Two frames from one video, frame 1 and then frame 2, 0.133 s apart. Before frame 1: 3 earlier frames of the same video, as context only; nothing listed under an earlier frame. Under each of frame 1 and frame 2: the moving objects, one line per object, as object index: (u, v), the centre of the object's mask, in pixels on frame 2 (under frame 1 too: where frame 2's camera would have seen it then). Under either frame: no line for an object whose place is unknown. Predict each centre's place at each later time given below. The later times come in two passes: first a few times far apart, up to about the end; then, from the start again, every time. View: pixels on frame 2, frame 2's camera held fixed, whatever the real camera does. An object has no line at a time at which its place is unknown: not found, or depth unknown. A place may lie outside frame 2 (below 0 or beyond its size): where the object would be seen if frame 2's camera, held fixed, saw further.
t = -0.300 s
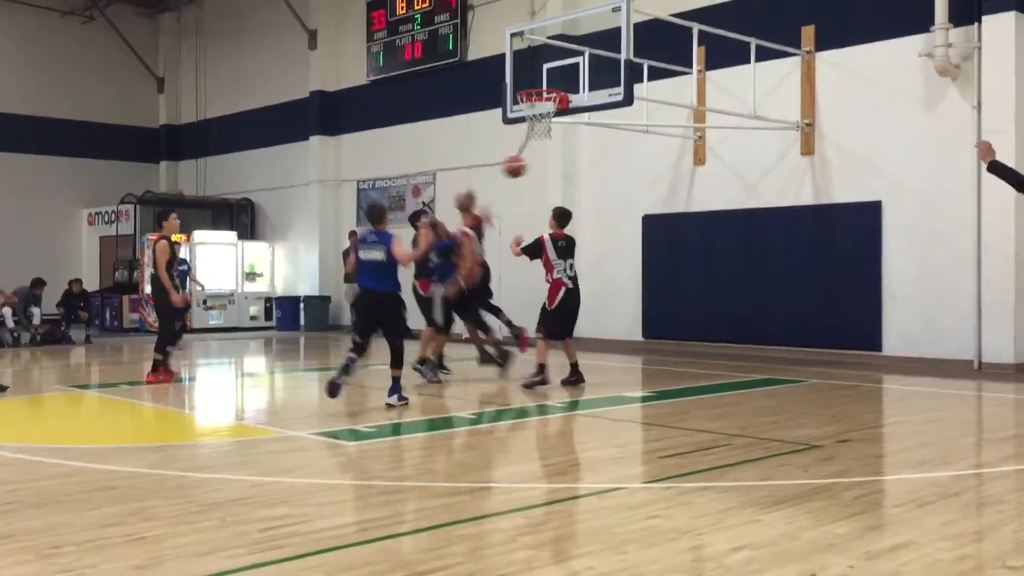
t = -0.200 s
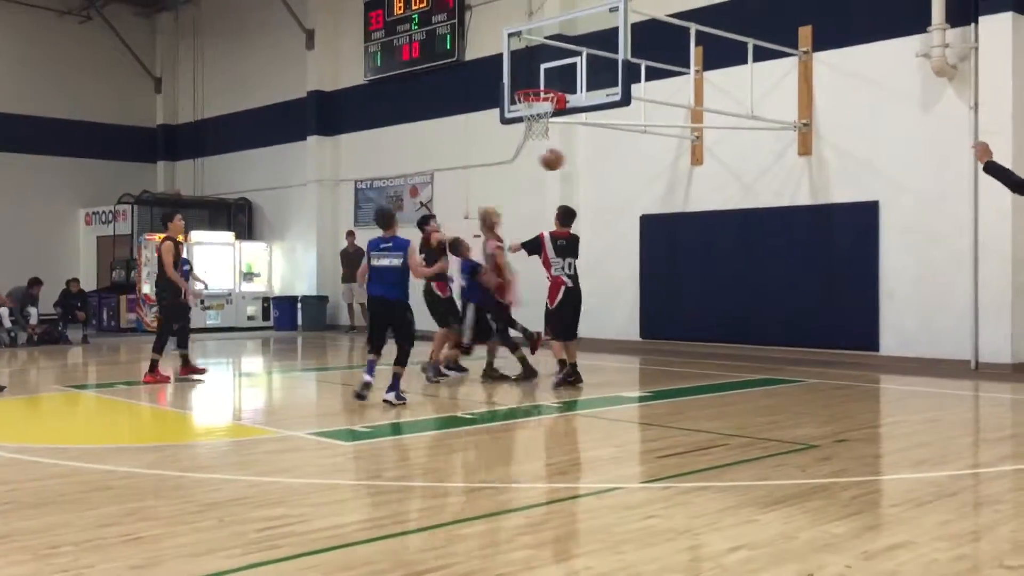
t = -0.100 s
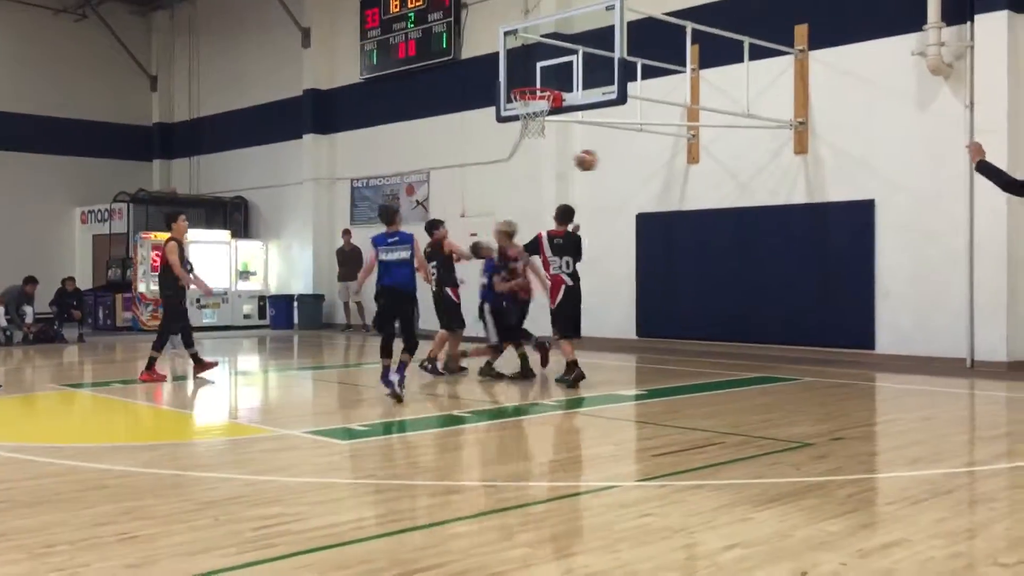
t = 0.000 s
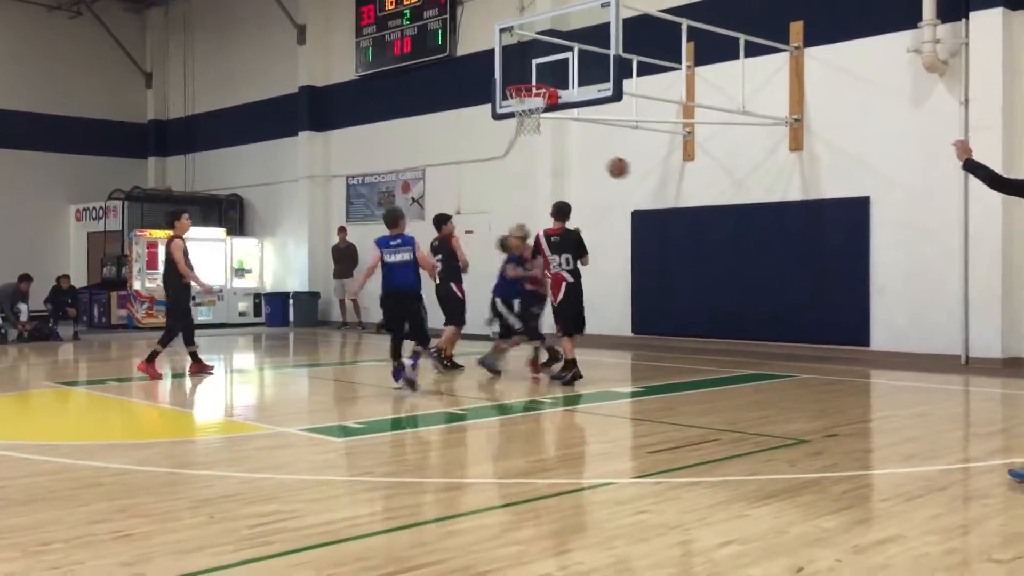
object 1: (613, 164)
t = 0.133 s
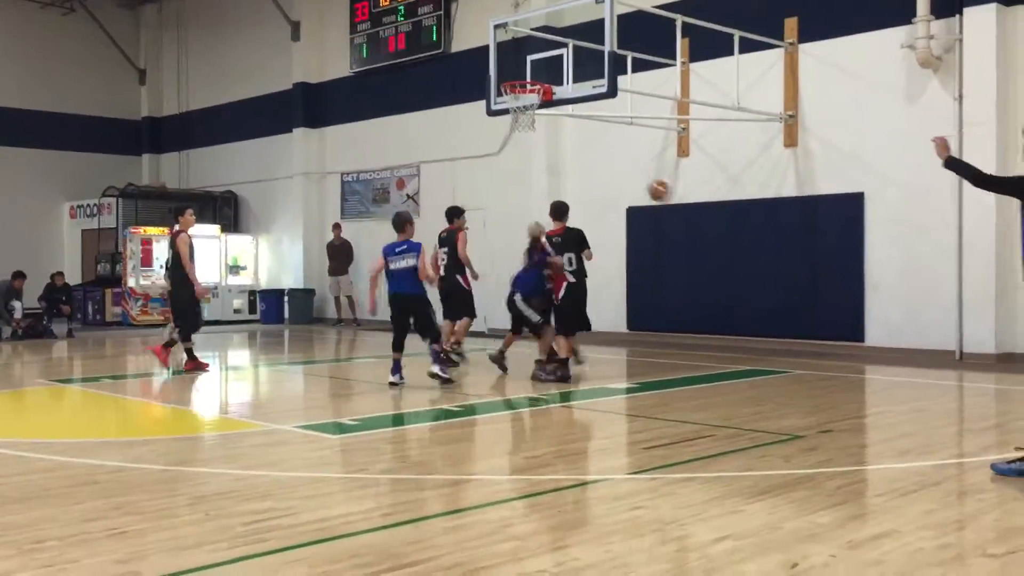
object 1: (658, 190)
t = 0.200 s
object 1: (681, 209)
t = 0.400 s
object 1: (745, 283)
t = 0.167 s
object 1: (670, 198)
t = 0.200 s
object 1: (681, 209)
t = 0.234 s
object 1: (693, 220)
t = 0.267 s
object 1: (704, 230)
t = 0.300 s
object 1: (713, 242)
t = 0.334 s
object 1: (724, 254)
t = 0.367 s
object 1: (735, 269)
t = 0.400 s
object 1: (745, 283)
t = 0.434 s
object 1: (754, 299)
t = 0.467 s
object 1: (765, 314)
